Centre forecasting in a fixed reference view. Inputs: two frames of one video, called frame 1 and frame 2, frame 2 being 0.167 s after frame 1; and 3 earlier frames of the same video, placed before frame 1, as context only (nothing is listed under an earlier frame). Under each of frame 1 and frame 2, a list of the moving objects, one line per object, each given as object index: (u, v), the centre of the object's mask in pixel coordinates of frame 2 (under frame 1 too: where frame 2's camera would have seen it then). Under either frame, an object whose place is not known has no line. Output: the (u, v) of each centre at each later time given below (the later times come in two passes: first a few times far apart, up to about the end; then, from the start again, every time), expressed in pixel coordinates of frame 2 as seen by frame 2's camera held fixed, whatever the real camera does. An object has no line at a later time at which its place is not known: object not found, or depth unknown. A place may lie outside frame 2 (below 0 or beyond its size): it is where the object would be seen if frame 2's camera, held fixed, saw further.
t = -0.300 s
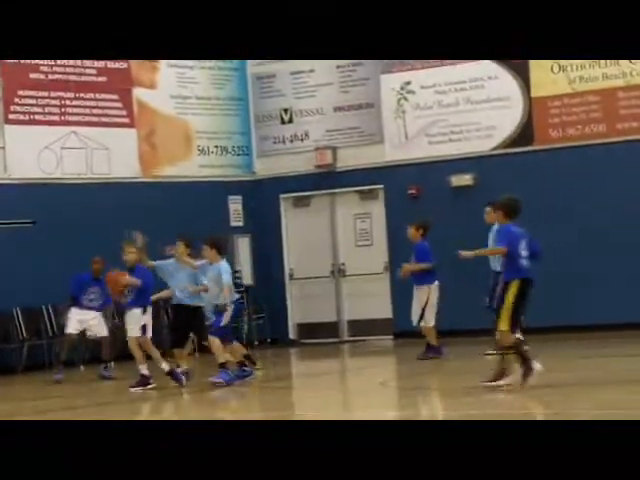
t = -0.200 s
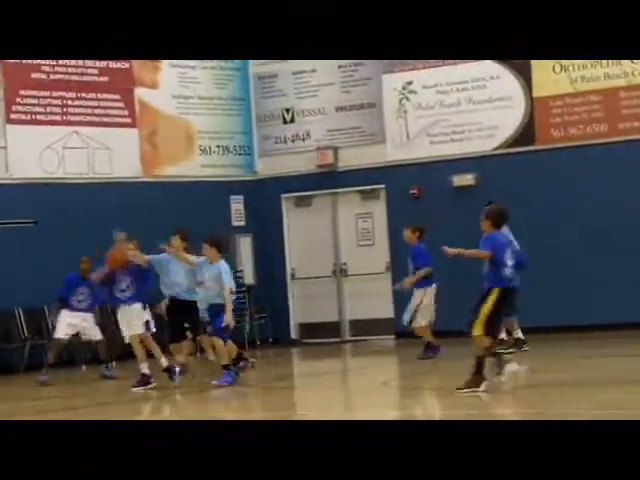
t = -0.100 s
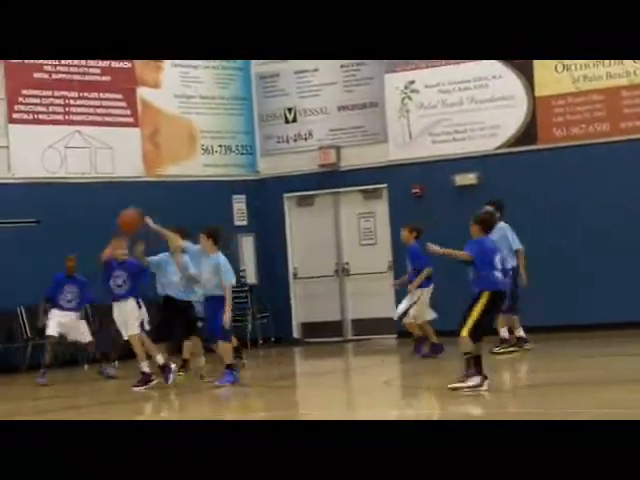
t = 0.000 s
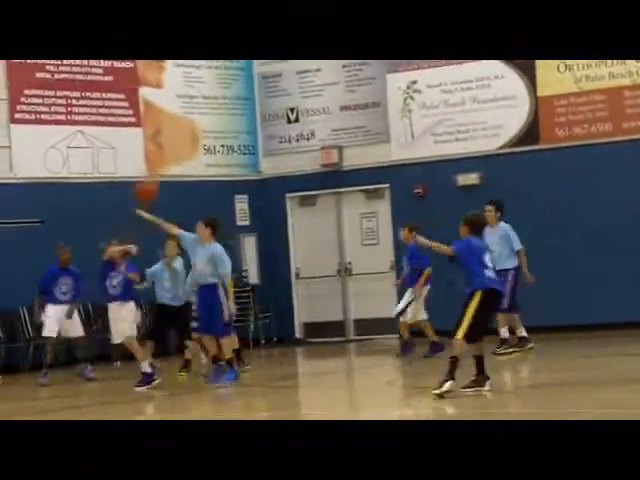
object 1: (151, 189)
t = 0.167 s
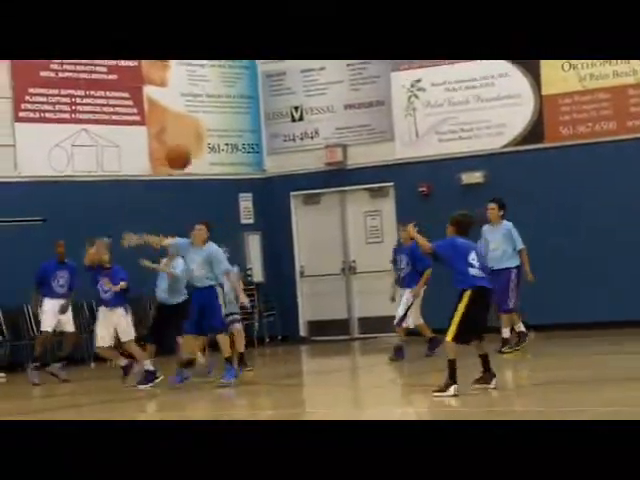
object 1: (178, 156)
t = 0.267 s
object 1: (195, 153)
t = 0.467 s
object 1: (236, 177)
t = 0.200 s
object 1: (183, 154)
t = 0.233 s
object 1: (189, 153)
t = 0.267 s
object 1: (195, 153)
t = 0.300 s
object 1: (202, 153)
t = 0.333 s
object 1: (208, 155)
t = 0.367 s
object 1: (215, 159)
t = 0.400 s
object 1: (222, 163)
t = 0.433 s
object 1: (228, 168)
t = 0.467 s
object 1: (236, 177)
